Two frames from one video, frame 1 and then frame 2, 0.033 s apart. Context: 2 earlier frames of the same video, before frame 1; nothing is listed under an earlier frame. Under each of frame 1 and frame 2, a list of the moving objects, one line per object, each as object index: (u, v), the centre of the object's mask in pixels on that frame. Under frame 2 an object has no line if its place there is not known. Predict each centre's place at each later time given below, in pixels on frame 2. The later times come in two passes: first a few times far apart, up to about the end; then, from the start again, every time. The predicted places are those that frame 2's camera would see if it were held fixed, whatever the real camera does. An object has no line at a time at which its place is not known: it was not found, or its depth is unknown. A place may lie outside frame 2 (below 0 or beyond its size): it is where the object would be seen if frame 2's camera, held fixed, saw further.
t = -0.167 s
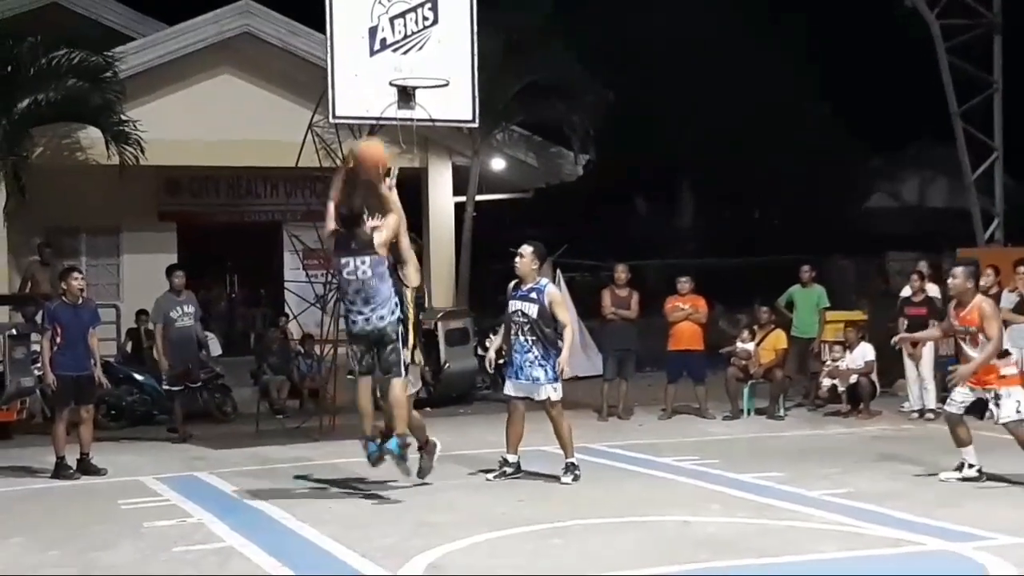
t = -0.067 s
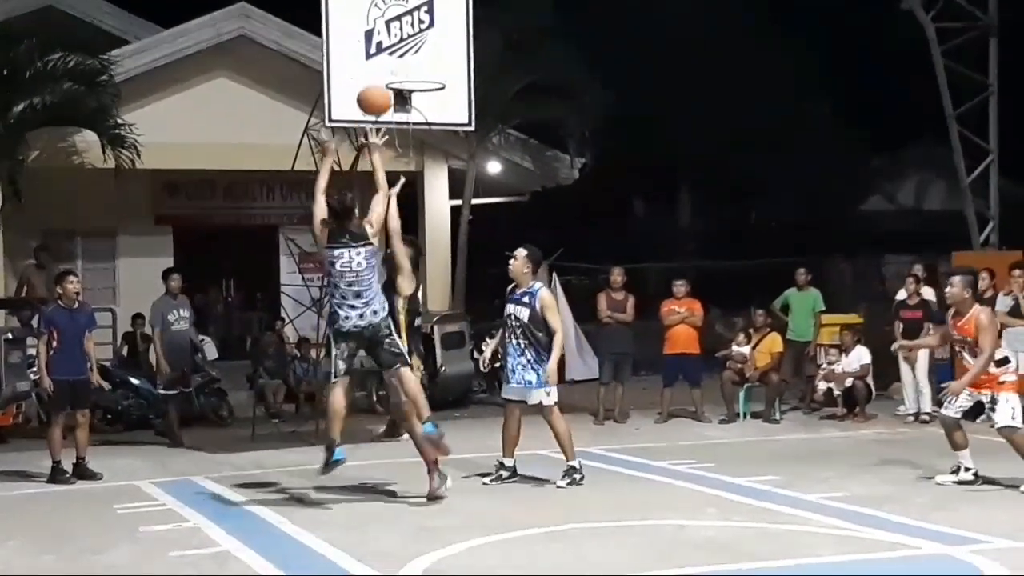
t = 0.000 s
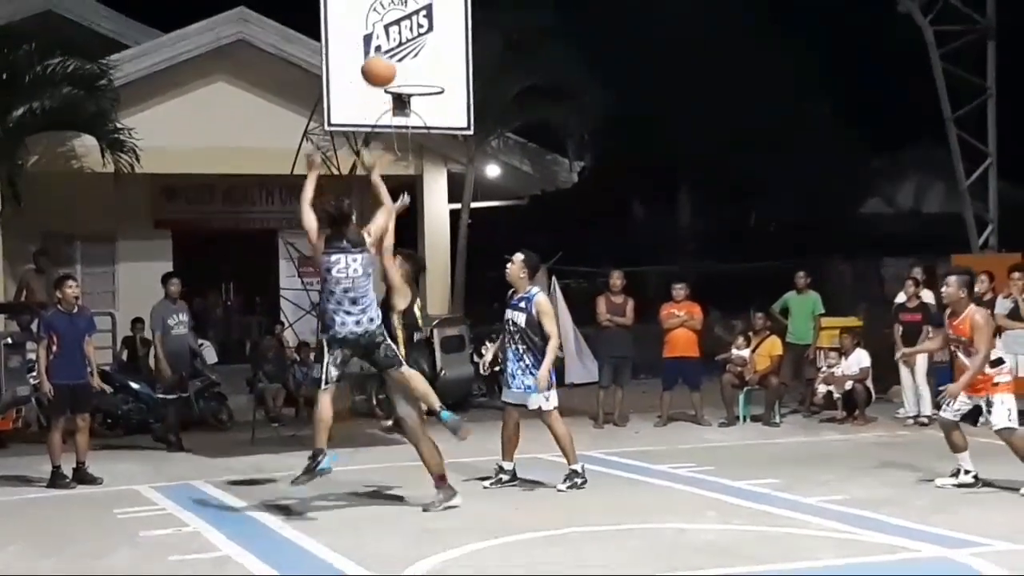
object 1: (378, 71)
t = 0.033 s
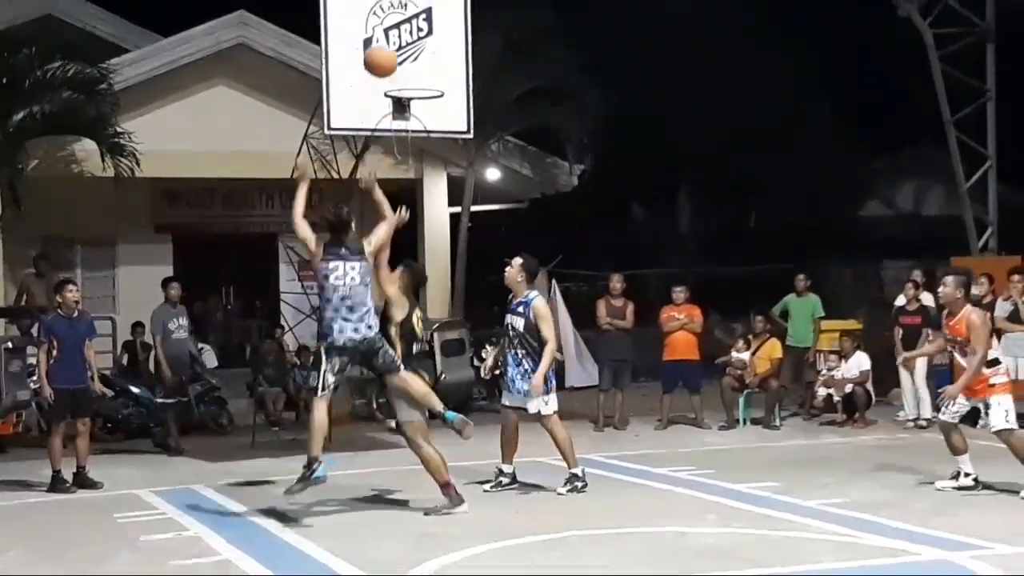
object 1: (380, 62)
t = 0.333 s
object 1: (404, 14)
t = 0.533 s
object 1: (422, 49)
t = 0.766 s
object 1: (441, 55)
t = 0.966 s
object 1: (465, 52)
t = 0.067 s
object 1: (383, 49)
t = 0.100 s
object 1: (386, 38)
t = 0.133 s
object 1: (389, 30)
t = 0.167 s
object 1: (391, 23)
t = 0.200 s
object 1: (394, 18)
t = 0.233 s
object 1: (397, 14)
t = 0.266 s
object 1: (400, 13)
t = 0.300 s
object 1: (402, 13)
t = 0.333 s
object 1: (404, 14)
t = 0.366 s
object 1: (407, 16)
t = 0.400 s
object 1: (410, 20)
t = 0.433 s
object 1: (413, 26)
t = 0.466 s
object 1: (415, 31)
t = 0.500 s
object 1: (419, 39)
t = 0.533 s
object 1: (422, 49)
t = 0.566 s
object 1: (424, 60)
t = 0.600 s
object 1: (427, 72)
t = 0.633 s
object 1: (430, 81)
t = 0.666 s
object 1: (431, 75)
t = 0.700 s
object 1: (433, 68)
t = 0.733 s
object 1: (437, 61)
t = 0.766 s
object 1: (441, 55)
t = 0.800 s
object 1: (444, 51)
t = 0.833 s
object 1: (448, 48)
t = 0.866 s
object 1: (453, 47)
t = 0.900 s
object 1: (456, 47)
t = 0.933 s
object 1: (460, 49)
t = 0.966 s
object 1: (465, 52)
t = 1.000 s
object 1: (469, 56)
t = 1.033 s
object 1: (473, 62)
